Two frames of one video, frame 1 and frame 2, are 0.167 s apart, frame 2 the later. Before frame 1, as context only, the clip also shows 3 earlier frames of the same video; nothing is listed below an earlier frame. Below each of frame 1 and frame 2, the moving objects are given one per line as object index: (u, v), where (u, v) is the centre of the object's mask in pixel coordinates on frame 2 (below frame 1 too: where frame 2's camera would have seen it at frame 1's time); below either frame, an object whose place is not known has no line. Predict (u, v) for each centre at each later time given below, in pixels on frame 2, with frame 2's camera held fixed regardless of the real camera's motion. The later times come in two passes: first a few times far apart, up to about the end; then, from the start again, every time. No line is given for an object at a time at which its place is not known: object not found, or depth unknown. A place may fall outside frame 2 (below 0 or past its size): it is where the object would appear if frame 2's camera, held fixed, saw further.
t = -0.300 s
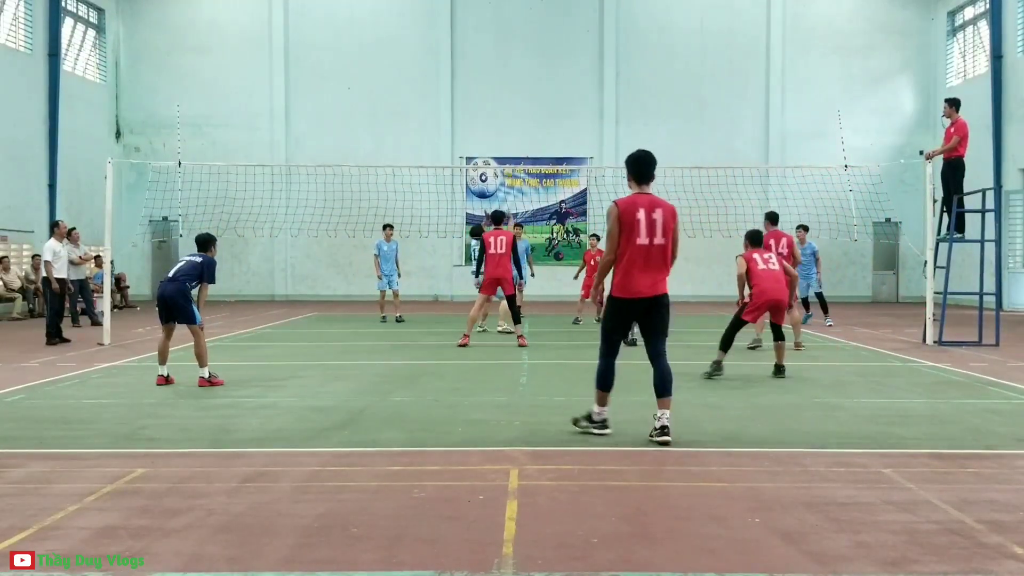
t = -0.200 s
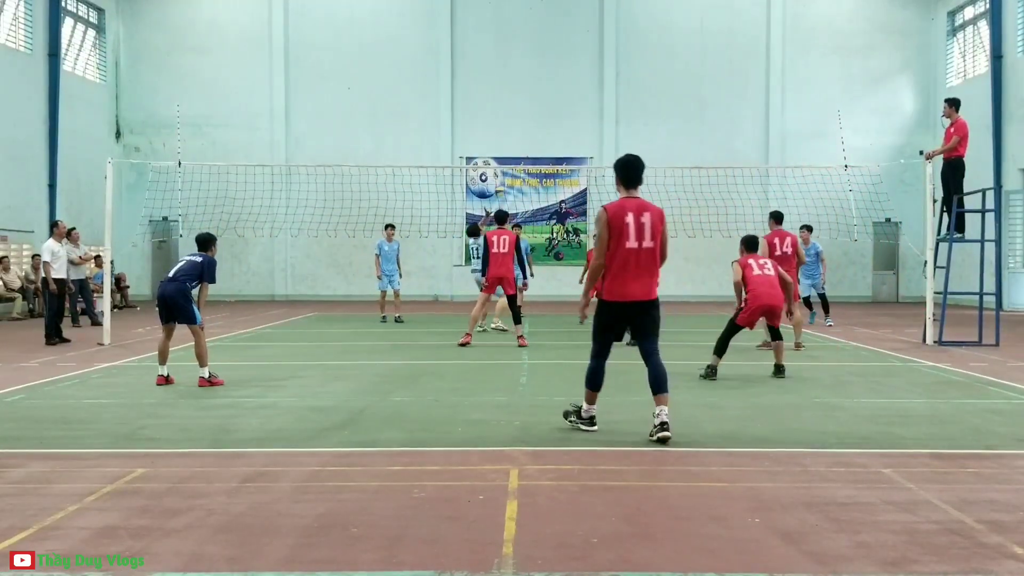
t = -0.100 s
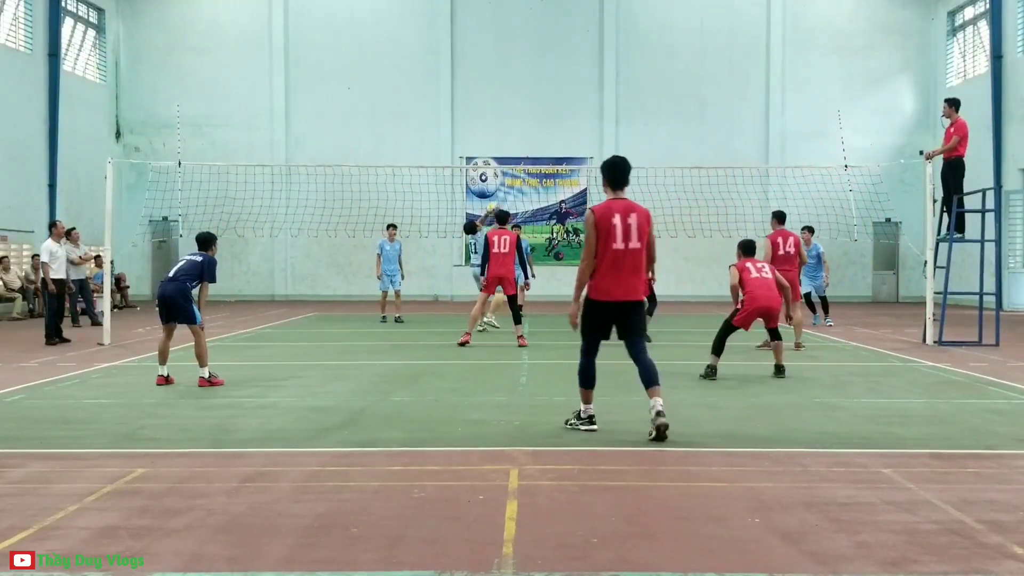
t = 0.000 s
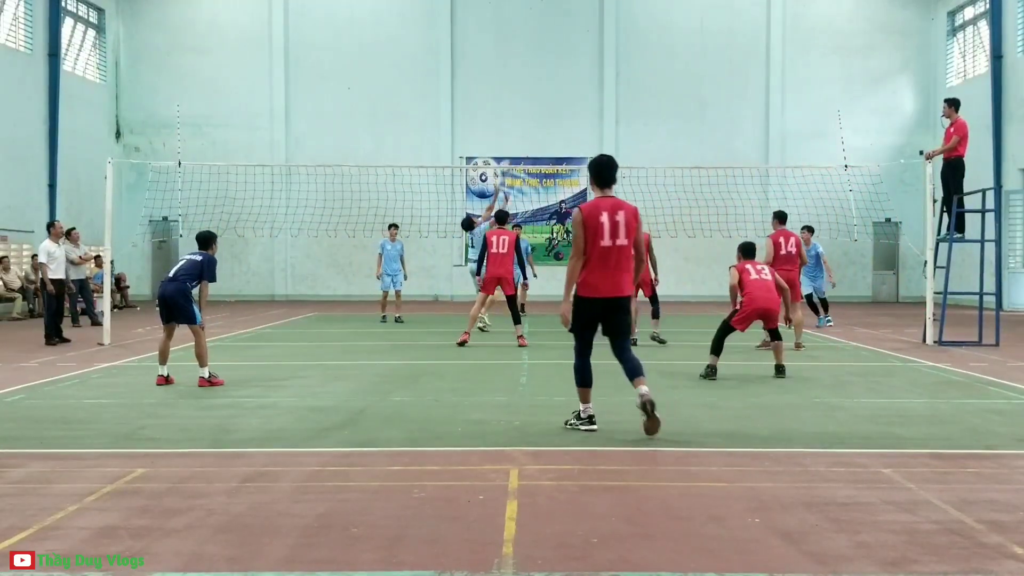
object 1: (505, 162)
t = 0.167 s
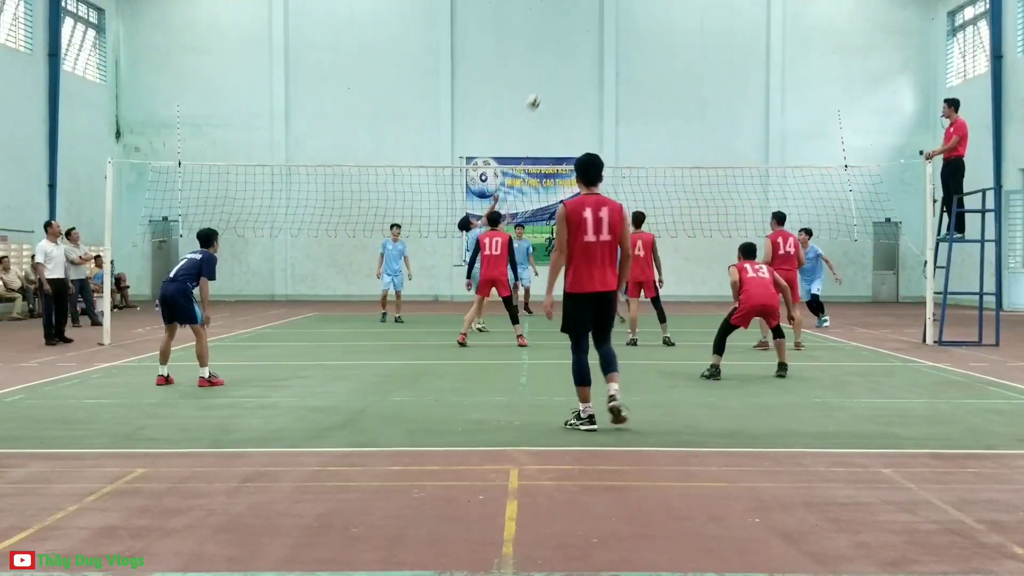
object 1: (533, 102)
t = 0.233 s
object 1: (545, 80)
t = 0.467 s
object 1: (585, 29)
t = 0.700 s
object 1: (626, 13)
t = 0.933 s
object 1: (666, 34)
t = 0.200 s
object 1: (539, 91)
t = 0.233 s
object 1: (545, 80)
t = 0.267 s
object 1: (551, 70)
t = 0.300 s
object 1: (557, 62)
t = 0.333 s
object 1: (563, 53)
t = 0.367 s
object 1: (568, 46)
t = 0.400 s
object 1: (574, 40)
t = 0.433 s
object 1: (580, 34)
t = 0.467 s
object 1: (585, 29)
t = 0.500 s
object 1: (591, 24)
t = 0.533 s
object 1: (596, 21)
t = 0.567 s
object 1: (603, 18)
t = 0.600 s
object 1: (609, 16)
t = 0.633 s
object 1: (615, 14)
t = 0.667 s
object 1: (621, 13)
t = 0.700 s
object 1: (626, 13)
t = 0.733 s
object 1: (632, 14)
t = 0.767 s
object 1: (637, 15)
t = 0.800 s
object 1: (643, 17)
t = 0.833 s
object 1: (649, 20)
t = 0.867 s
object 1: (655, 24)
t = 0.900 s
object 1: (660, 29)
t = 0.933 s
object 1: (666, 34)
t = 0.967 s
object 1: (672, 40)
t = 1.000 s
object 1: (677, 47)
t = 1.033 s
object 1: (683, 53)
